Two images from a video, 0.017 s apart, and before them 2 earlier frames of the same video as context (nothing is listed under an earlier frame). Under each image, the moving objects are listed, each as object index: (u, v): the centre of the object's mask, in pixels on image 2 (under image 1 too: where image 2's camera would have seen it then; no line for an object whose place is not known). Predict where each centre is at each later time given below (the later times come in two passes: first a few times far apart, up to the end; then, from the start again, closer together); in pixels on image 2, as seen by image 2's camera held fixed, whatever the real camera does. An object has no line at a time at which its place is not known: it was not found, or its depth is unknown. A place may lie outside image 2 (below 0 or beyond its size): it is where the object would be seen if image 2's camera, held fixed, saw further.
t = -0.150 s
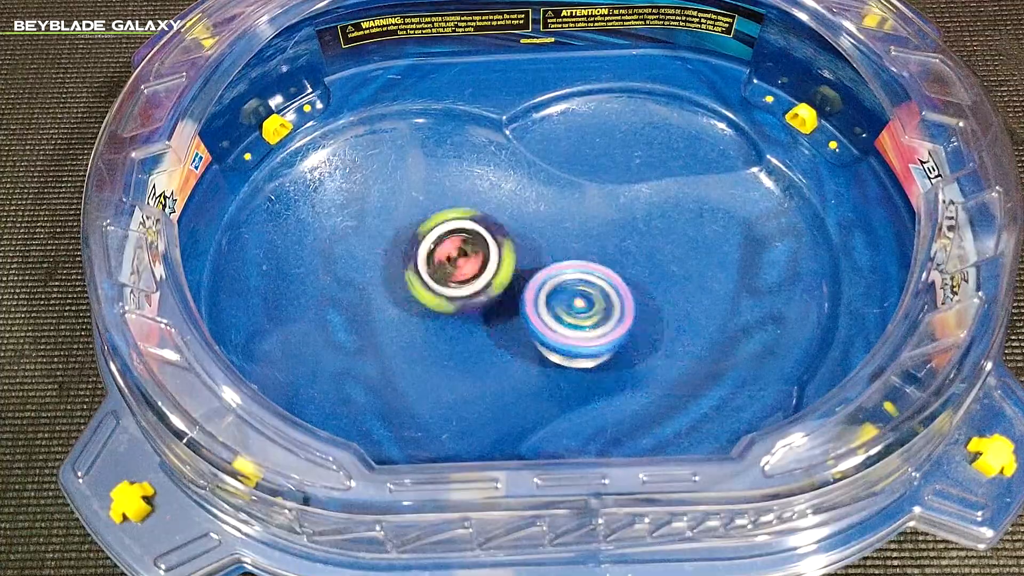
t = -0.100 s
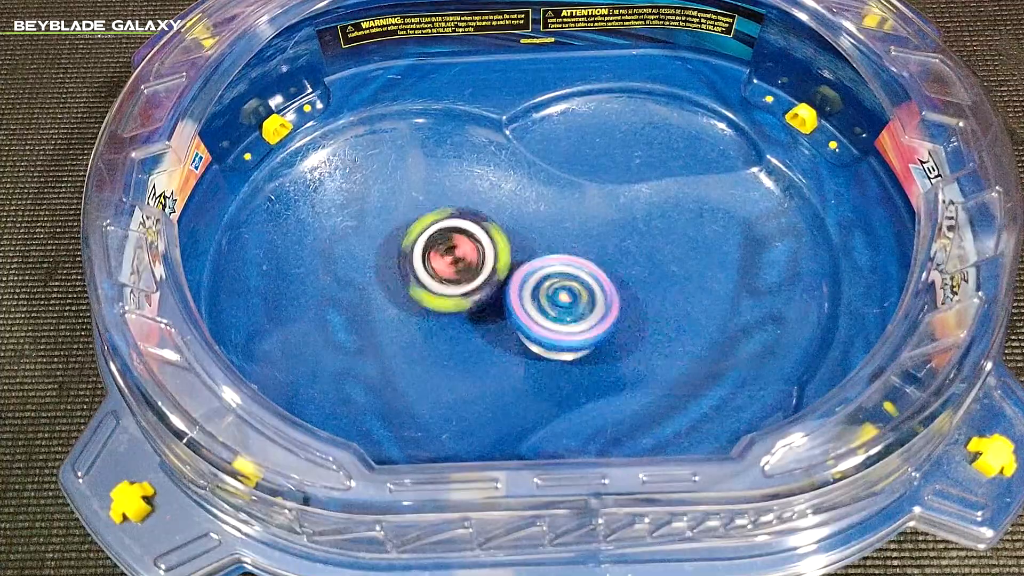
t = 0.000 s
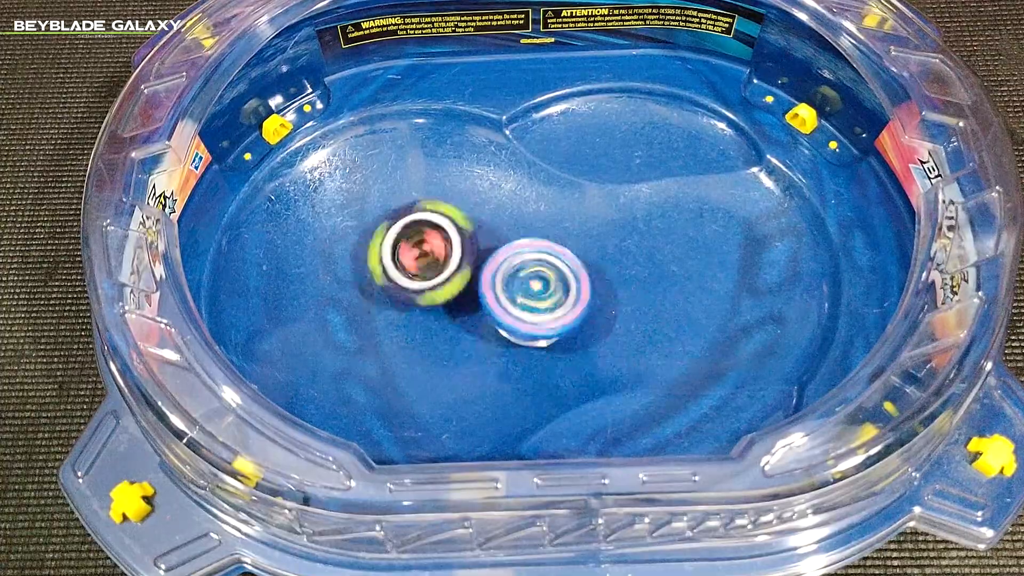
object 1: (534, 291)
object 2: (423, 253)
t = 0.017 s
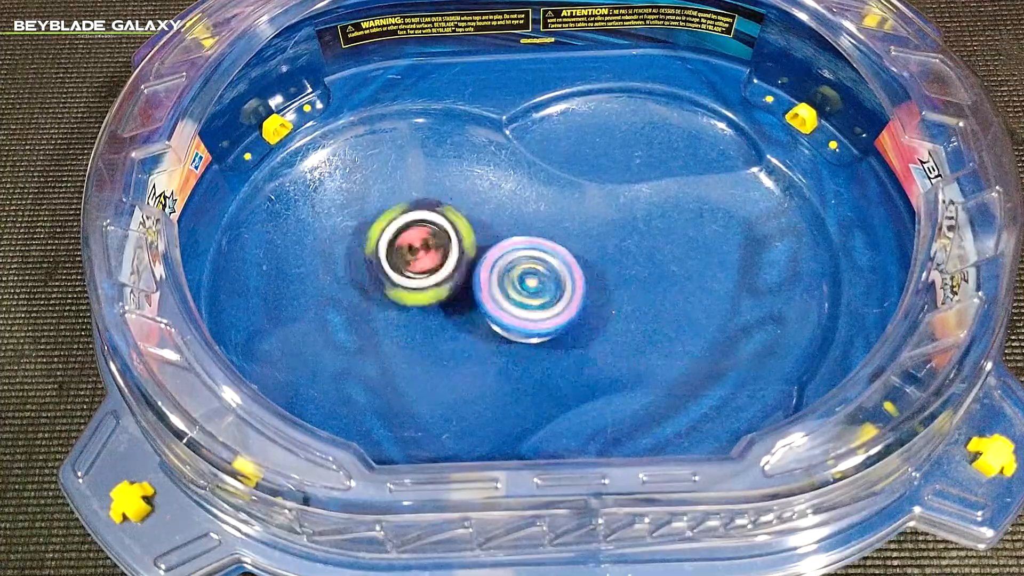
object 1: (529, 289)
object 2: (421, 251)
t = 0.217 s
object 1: (477, 239)
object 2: (368, 218)
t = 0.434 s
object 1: (485, 232)
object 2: (375, 237)
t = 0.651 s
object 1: (489, 225)
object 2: (365, 320)
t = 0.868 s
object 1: (502, 242)
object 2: (363, 339)
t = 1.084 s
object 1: (542, 252)
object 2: (398, 329)
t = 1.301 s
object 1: (553, 264)
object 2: (385, 305)
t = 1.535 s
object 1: (514, 271)
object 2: (387, 262)
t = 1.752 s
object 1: (480, 280)
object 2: (385, 231)
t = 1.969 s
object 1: (454, 307)
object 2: (378, 233)
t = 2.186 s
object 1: (454, 342)
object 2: (372, 274)
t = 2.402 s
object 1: (471, 362)
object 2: (366, 301)
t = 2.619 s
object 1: (505, 353)
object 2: (382, 278)
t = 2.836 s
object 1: (512, 332)
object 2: (383, 269)
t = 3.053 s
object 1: (510, 305)
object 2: (355, 231)
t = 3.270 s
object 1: (485, 275)
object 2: (390, 249)
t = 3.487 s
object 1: (526, 256)
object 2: (403, 301)
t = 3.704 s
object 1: (550, 250)
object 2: (447, 315)
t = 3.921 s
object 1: (568, 248)
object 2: (466, 318)
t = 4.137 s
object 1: (560, 248)
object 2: (452, 307)
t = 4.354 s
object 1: (529, 243)
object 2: (418, 298)
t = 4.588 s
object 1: (487, 224)
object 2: (372, 303)
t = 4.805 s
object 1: (451, 205)
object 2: (385, 295)
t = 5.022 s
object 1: (429, 192)
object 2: (377, 303)
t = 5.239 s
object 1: (420, 197)
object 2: (393, 306)
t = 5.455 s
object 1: (423, 226)
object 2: (405, 313)
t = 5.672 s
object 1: (426, 231)
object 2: (417, 327)
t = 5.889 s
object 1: (399, 237)
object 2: (442, 319)
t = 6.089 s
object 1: (372, 250)
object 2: (444, 318)
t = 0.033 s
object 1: (521, 285)
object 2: (416, 249)
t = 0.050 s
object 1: (515, 280)
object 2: (407, 245)
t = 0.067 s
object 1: (508, 275)
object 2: (400, 246)
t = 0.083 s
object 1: (503, 271)
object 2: (397, 245)
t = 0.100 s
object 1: (499, 268)
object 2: (393, 240)
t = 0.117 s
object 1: (496, 266)
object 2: (384, 237)
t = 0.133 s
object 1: (492, 262)
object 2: (379, 236)
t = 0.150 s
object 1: (488, 258)
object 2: (379, 233)
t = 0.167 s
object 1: (486, 253)
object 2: (376, 229)
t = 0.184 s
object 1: (482, 249)
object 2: (371, 226)
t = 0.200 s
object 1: (481, 244)
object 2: (370, 223)
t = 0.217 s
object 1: (477, 239)
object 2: (368, 218)
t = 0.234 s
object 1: (477, 235)
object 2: (367, 217)
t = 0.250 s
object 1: (474, 232)
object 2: (368, 216)
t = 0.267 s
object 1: (473, 229)
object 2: (368, 212)
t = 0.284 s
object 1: (474, 227)
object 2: (366, 213)
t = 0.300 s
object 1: (480, 226)
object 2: (367, 214)
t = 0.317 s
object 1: (482, 225)
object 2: (366, 214)
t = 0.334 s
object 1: (487, 226)
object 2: (367, 217)
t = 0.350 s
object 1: (487, 226)
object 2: (369, 217)
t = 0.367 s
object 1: (489, 228)
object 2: (369, 220)
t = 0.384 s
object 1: (487, 228)
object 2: (371, 225)
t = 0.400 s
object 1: (488, 230)
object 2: (374, 227)
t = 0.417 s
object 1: (485, 230)
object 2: (374, 230)
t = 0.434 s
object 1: (485, 232)
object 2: (375, 237)
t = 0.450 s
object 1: (486, 232)
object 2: (375, 244)
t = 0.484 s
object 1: (487, 233)
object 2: (374, 257)
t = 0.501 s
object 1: (489, 234)
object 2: (373, 265)
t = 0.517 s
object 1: (488, 233)
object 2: (373, 272)
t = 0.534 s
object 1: (489, 233)
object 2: (374, 278)
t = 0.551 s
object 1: (487, 232)
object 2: (373, 283)
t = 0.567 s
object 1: (488, 232)
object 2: (372, 289)
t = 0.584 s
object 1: (487, 229)
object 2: (371, 294)
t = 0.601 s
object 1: (487, 229)
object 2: (369, 301)
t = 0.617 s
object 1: (487, 227)
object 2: (368, 309)
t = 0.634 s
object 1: (488, 227)
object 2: (366, 314)
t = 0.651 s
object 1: (489, 225)
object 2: (365, 320)
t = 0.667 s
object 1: (490, 224)
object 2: (362, 327)
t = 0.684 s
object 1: (492, 223)
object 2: (361, 331)
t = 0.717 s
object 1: (496, 223)
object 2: (357, 340)
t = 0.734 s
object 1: (497, 224)
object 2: (355, 342)
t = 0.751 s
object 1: (499, 224)
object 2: (354, 345)
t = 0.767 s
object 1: (499, 227)
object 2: (356, 345)
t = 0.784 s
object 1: (501, 228)
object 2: (356, 343)
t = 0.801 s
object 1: (501, 231)
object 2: (354, 344)
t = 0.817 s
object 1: (502, 233)
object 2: (357, 344)
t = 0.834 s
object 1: (502, 237)
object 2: (360, 342)
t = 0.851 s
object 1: (502, 239)
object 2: (361, 340)
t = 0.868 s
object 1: (502, 242)
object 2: (363, 339)
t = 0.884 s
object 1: (503, 245)
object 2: (369, 337)
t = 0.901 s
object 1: (502, 248)
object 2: (374, 334)
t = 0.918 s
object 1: (502, 250)
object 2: (377, 332)
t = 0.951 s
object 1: (502, 254)
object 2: (388, 328)
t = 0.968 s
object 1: (502, 257)
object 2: (395, 324)
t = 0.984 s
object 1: (502, 259)
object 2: (404, 322)
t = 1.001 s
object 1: (503, 260)
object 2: (408, 321)
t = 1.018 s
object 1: (512, 258)
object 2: (404, 324)
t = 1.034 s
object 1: (522, 254)
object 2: (403, 327)
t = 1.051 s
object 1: (529, 253)
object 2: (403, 326)
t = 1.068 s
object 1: (537, 252)
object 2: (398, 326)
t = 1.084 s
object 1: (542, 252)
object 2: (398, 329)
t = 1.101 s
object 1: (546, 254)
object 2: (399, 327)
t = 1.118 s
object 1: (548, 255)
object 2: (395, 326)
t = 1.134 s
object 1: (551, 257)
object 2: (394, 327)
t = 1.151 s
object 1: (551, 258)
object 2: (395, 325)
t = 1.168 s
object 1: (553, 259)
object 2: (392, 322)
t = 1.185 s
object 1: (553, 260)
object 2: (390, 323)
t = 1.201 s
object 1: (555, 261)
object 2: (391, 322)
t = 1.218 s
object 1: (554, 262)
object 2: (390, 318)
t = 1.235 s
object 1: (555, 262)
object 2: (388, 316)
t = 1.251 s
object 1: (553, 263)
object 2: (385, 315)
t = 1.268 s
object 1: (554, 263)
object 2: (387, 314)
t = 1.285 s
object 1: (553, 263)
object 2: (388, 309)
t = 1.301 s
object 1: (553, 264)
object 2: (385, 305)
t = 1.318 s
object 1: (551, 264)
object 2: (384, 304)
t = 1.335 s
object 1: (550, 265)
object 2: (384, 301)
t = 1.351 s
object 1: (548, 265)
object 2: (385, 296)
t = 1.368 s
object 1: (546, 266)
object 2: (384, 292)
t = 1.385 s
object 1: (543, 267)
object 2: (382, 289)
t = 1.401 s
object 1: (542, 267)
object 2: (385, 287)
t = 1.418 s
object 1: (538, 268)
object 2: (387, 281)
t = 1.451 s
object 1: (531, 269)
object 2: (386, 275)
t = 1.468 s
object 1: (528, 269)
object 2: (385, 270)
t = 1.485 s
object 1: (525, 270)
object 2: (388, 266)
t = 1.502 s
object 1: (521, 270)
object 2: (385, 265)
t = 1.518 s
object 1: (518, 271)
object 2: (386, 263)
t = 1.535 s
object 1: (514, 271)
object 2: (387, 262)
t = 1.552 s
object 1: (511, 271)
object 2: (394, 255)
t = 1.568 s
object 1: (506, 271)
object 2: (394, 253)
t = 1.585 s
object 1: (506, 273)
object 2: (393, 253)
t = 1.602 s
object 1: (504, 274)
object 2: (392, 251)
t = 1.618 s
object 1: (503, 275)
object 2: (393, 248)
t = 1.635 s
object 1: (500, 276)
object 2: (390, 243)
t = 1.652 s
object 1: (498, 277)
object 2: (387, 242)
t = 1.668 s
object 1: (494, 277)
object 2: (385, 242)
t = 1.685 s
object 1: (492, 277)
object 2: (388, 239)
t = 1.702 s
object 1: (488, 278)
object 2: (385, 234)
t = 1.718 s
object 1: (486, 278)
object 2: (383, 234)
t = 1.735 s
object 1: (482, 279)
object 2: (384, 234)
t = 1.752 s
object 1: (480, 280)
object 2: (385, 231)
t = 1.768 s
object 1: (476, 282)
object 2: (384, 228)
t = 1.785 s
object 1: (475, 284)
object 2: (379, 228)
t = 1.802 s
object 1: (474, 287)
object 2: (377, 229)
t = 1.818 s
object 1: (471, 290)
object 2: (379, 229)
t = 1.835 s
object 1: (470, 292)
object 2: (379, 226)
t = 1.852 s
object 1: (468, 294)
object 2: (377, 224)
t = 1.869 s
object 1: (466, 296)
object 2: (375, 226)
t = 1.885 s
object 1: (464, 298)
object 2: (377, 227)
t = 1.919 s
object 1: (460, 301)
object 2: (376, 229)
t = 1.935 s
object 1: (458, 303)
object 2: (378, 232)
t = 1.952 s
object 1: (456, 305)
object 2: (379, 231)
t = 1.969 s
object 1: (454, 307)
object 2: (378, 233)
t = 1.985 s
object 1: (452, 313)
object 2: (377, 238)
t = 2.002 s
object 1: (452, 315)
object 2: (377, 240)
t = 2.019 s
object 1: (452, 318)
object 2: (378, 242)
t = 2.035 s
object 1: (451, 321)
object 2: (377, 244)
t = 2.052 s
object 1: (452, 324)
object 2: (375, 248)
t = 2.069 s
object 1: (451, 328)
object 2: (375, 252)
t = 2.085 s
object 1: (452, 331)
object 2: (375, 255)
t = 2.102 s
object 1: (451, 333)
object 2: (375, 257)
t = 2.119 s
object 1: (452, 335)
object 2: (371, 260)
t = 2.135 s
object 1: (452, 338)
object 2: (370, 266)
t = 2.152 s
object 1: (453, 339)
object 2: (372, 269)
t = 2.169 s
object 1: (453, 342)
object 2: (373, 271)
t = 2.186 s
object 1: (454, 342)
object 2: (372, 274)
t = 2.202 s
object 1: (455, 346)
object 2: (369, 276)
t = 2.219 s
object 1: (456, 348)
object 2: (367, 281)
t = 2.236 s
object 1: (457, 350)
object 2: (367, 284)
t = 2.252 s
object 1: (458, 352)
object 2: (368, 286)
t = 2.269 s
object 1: (459, 353)
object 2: (368, 287)
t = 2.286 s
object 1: (459, 354)
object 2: (367, 290)
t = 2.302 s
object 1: (461, 354)
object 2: (366, 294)
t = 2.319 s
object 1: (461, 355)
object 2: (368, 296)
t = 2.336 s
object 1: (462, 355)
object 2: (370, 297)
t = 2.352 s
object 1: (463, 357)
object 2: (369, 299)
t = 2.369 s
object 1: (464, 357)
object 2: (369, 301)
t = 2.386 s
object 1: (468, 360)
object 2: (367, 301)
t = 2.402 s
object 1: (471, 362)
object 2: (366, 301)
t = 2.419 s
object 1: (476, 364)
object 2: (365, 298)
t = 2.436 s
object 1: (478, 365)
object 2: (362, 296)
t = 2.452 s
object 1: (481, 365)
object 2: (363, 295)
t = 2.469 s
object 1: (483, 366)
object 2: (364, 294)
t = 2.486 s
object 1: (486, 365)
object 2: (364, 289)
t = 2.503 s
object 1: (488, 365)
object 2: (363, 288)
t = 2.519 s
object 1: (491, 363)
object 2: (365, 288)
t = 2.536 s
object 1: (495, 362)
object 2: (369, 286)
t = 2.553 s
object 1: (496, 361)
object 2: (372, 282)
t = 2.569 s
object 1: (500, 358)
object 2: (372, 280)
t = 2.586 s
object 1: (501, 357)
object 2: (373, 279)
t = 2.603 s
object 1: (504, 355)
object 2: (376, 279)
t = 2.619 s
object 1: (505, 353)
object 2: (382, 278)
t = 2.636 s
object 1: (506, 349)
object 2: (387, 275)
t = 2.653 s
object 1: (507, 347)
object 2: (388, 273)
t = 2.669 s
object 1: (506, 344)
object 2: (390, 274)
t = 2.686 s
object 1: (507, 341)
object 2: (392, 274)
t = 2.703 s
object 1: (505, 338)
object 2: (396, 276)
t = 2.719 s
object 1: (504, 335)
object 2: (401, 274)
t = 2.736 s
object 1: (502, 333)
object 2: (404, 272)
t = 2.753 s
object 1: (501, 330)
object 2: (403, 272)
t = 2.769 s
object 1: (499, 328)
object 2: (404, 273)
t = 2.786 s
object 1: (502, 328)
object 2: (398, 272)
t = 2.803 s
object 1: (508, 330)
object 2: (393, 271)
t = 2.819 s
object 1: (509, 331)
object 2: (390, 269)
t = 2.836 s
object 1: (512, 332)
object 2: (383, 269)
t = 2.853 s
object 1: (512, 332)
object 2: (382, 266)
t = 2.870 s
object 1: (512, 330)
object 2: (379, 265)
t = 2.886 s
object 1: (513, 329)
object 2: (378, 262)
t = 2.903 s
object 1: (512, 326)
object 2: (379, 257)
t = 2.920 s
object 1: (514, 324)
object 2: (370, 254)
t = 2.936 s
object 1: (514, 322)
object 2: (369, 248)
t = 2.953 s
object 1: (515, 319)
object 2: (363, 244)
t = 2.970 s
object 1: (514, 317)
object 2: (361, 242)
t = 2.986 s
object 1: (513, 314)
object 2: (360, 240)
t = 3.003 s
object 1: (513, 312)
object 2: (359, 236)
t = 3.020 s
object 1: (511, 310)
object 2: (357, 232)
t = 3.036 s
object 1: (512, 307)
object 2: (354, 230)
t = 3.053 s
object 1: (510, 305)
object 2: (355, 231)
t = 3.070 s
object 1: (509, 302)
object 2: (357, 229)
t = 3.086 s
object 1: (508, 301)
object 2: (358, 227)
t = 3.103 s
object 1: (505, 298)
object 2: (359, 227)
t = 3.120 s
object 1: (504, 295)
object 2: (361, 229)
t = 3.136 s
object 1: (502, 294)
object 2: (365, 228)
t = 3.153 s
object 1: (500, 291)
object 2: (366, 228)
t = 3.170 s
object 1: (499, 289)
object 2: (368, 230)
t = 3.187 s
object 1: (495, 286)
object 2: (371, 235)
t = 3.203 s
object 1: (494, 284)
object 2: (377, 239)
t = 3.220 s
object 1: (491, 282)
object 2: (381, 242)
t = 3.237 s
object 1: (490, 280)
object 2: (386, 245)
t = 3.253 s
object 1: (487, 278)
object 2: (387, 247)
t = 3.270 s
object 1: (485, 275)
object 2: (390, 249)
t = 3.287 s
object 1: (487, 274)
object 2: (389, 253)
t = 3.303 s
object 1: (492, 274)
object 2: (389, 257)
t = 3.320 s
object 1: (497, 271)
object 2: (388, 261)
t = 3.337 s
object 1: (503, 271)
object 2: (389, 263)
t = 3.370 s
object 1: (509, 266)
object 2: (388, 270)
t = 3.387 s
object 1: (511, 265)
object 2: (389, 276)
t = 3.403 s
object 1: (514, 263)
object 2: (390, 281)
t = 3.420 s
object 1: (517, 262)
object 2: (393, 287)
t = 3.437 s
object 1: (518, 260)
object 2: (394, 292)
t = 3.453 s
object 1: (521, 259)
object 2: (398, 295)
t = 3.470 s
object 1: (523, 258)
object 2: (399, 299)
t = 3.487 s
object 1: (526, 256)
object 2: (403, 301)
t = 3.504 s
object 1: (528, 256)
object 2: (405, 304)
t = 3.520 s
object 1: (529, 254)
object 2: (408, 306)
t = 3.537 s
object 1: (532, 253)
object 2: (409, 308)
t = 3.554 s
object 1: (534, 253)
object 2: (410, 309)
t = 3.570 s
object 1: (536, 251)
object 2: (410, 311)
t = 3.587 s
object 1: (538, 251)
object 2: (413, 312)
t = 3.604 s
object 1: (539, 251)
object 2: (414, 314)
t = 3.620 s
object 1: (542, 250)
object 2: (419, 315)
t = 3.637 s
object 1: (543, 250)
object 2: (423, 315)
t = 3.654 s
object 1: (545, 250)
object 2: (430, 316)
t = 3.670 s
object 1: (547, 250)
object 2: (437, 316)
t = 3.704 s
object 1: (550, 250)
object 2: (447, 315)
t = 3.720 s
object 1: (551, 251)
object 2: (450, 315)
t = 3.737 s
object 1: (552, 251)
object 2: (453, 315)
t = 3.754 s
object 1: (553, 251)
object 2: (456, 315)
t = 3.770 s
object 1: (556, 251)
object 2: (459, 317)
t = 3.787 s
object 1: (559, 250)
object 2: (461, 318)
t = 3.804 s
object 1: (562, 250)
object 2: (465, 317)
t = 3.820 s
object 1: (562, 250)
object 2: (465, 317)
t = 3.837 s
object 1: (564, 249)
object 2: (465, 318)
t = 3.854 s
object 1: (565, 249)
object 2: (464, 319)
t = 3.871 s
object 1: (566, 249)
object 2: (466, 320)
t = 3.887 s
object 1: (568, 249)
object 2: (467, 319)
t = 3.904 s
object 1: (568, 249)
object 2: (467, 318)
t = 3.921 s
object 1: (568, 248)
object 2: (466, 318)
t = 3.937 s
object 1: (569, 248)
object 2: (465, 319)
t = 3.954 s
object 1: (569, 249)
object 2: (466, 319)
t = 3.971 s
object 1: (569, 248)
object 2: (466, 317)
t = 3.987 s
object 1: (569, 248)
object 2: (465, 316)
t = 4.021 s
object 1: (568, 248)
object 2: (462, 316)
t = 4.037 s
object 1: (566, 248)
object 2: (463, 314)
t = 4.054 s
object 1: (566, 248)
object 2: (461, 312)
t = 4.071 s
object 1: (566, 248)
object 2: (458, 311)
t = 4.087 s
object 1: (564, 248)
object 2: (455, 311)
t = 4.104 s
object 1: (563, 248)
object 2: (453, 310)
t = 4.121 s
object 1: (561, 248)
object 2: (453, 308)
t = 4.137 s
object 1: (560, 248)
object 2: (452, 307)
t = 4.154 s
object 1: (558, 248)
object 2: (449, 304)
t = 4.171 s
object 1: (556, 248)
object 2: (445, 303)
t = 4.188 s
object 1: (554, 248)
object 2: (442, 303)
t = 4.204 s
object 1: (551, 248)
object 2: (441, 303)
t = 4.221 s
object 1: (549, 247)
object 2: (441, 302)
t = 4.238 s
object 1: (547, 247)
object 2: (438, 298)
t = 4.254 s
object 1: (544, 246)
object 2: (434, 297)
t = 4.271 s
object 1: (542, 246)
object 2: (430, 295)
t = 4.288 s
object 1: (539, 246)
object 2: (425, 297)
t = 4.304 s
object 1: (537, 245)
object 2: (423, 298)
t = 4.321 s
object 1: (535, 245)
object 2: (421, 299)
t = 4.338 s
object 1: (531, 244)
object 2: (418, 299)
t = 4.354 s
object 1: (529, 243)
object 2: (418, 298)
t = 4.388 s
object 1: (523, 241)
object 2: (411, 297)
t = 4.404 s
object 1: (518, 240)
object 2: (400, 297)
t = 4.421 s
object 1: (515, 238)
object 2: (392, 296)
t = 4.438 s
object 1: (513, 237)
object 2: (385, 298)
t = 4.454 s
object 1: (509, 236)
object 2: (381, 298)
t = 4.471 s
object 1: (507, 235)
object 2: (374, 300)
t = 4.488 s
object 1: (504, 233)
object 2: (371, 301)
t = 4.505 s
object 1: (501, 232)
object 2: (370, 303)
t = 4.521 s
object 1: (499, 231)
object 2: (369, 304)
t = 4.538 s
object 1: (495, 229)
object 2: (370, 305)
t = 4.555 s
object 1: (493, 228)
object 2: (371, 306)
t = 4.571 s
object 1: (490, 226)
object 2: (372, 305)
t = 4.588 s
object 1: (487, 224)
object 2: (372, 303)
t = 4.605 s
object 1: (485, 223)
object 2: (373, 301)
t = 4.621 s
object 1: (482, 222)
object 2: (373, 298)
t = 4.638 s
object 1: (479, 220)
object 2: (372, 296)
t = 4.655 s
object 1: (476, 219)
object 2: (368, 295)
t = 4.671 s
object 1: (473, 217)
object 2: (367, 296)
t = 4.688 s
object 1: (471, 215)
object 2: (366, 296)
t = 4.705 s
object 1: (468, 214)
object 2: (364, 297)
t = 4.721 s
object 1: (465, 212)
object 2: (364, 297)
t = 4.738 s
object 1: (463, 211)
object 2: (366, 298)
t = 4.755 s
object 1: (459, 210)
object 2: (369, 299)
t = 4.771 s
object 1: (457, 208)
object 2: (375, 300)
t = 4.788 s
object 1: (454, 207)
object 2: (381, 297)
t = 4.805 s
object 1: (451, 205)
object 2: (385, 295)
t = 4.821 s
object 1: (449, 204)
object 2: (387, 293)
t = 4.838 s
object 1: (446, 203)
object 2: (387, 292)
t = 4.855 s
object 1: (442, 201)
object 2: (386, 291)
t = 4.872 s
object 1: (440, 201)
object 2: (385, 291)
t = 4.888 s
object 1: (437, 199)
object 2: (385, 290)
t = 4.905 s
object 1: (438, 196)
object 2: (381, 290)
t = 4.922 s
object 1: (439, 195)
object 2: (378, 293)
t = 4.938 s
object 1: (437, 193)
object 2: (377, 292)
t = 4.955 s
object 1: (436, 192)
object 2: (374, 296)
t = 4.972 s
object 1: (435, 192)
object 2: (374, 297)
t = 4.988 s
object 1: (432, 190)
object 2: (374, 300)
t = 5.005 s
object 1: (431, 191)
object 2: (375, 301)
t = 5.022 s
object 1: (429, 192)
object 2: (377, 303)
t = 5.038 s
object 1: (427, 191)
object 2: (380, 306)
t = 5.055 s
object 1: (426, 193)
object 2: (383, 304)
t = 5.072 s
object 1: (423, 195)
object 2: (386, 306)
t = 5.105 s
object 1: (421, 196)
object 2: (391, 303)
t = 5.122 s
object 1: (419, 194)
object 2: (392, 304)
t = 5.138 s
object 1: (420, 193)
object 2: (393, 304)
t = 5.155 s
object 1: (419, 194)
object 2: (393, 304)
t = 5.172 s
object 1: (419, 193)
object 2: (394, 304)
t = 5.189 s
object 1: (420, 193)
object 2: (393, 305)
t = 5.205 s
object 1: (419, 195)
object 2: (393, 305)
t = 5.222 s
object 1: (419, 195)
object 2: (393, 305)
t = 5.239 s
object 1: (420, 197)
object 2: (393, 306)
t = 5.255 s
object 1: (420, 198)
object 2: (393, 307)
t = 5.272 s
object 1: (421, 200)
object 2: (394, 308)
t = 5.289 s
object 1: (422, 202)
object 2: (394, 309)
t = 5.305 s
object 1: (421, 204)
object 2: (394, 309)
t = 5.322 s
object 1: (422, 206)
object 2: (395, 310)
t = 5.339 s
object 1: (421, 209)
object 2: (396, 311)
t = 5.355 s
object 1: (422, 211)
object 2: (396, 311)
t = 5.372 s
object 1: (423, 213)
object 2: (397, 312)
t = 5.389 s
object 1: (422, 216)
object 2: (399, 312)
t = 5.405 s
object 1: (423, 219)
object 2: (400, 312)
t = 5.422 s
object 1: (423, 221)
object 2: (402, 313)
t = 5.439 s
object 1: (422, 224)
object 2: (404, 313)
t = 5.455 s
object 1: (423, 226)
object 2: (405, 313)
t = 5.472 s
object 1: (424, 228)
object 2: (405, 316)
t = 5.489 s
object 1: (424, 228)
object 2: (406, 320)
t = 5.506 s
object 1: (427, 226)
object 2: (404, 322)
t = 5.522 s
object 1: (429, 227)
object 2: (405, 324)
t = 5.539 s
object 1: (429, 230)
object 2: (405, 325)
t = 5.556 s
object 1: (430, 230)
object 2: (407, 326)
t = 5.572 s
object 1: (430, 229)
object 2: (408, 328)
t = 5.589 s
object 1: (428, 230)
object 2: (410, 328)
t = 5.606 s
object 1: (428, 229)
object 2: (412, 328)
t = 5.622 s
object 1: (428, 230)
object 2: (408, 329)
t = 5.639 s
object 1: (427, 231)
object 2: (411, 327)
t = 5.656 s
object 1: (426, 231)
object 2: (414, 327)
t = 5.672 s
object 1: (426, 231)
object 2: (417, 327)
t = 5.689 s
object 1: (424, 232)
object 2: (419, 326)
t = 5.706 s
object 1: (423, 232)
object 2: (426, 325)
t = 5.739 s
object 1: (418, 233)
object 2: (430, 323)
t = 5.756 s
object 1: (417, 233)
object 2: (432, 323)
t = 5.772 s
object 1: (415, 233)
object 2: (433, 322)
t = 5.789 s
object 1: (412, 233)
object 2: (435, 321)
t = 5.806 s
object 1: (411, 233)
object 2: (437, 320)
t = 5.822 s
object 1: (408, 234)
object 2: (438, 320)
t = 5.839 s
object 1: (405, 235)
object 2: (439, 320)
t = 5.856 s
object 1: (403, 235)
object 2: (439, 320)
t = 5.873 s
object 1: (401, 236)
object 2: (441, 319)
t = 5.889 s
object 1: (399, 237)
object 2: (442, 319)
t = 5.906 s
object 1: (397, 237)
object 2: (443, 318)
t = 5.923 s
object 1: (395, 238)
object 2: (443, 318)
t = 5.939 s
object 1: (392, 239)
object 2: (445, 318)
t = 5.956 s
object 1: (390, 240)
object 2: (447, 318)
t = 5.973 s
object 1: (388, 241)
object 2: (447, 318)
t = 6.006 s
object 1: (383, 244)
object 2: (447, 318)
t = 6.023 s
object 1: (381, 245)
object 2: (446, 318)
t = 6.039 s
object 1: (378, 246)
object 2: (445, 318)
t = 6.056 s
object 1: (377, 247)
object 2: (444, 318)
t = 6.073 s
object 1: (375, 249)
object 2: (444, 318)
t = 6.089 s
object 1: (372, 250)
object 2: (444, 318)
